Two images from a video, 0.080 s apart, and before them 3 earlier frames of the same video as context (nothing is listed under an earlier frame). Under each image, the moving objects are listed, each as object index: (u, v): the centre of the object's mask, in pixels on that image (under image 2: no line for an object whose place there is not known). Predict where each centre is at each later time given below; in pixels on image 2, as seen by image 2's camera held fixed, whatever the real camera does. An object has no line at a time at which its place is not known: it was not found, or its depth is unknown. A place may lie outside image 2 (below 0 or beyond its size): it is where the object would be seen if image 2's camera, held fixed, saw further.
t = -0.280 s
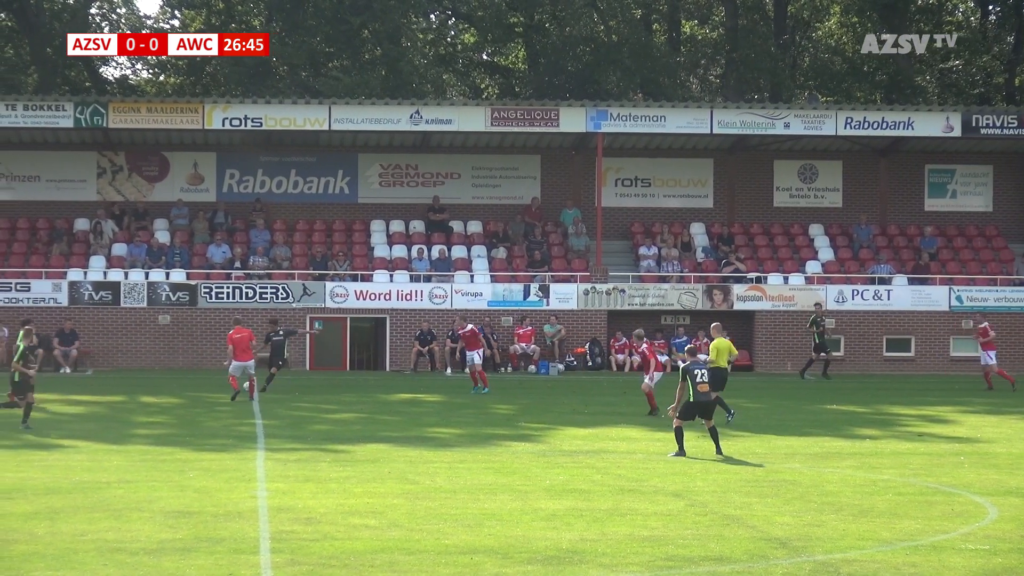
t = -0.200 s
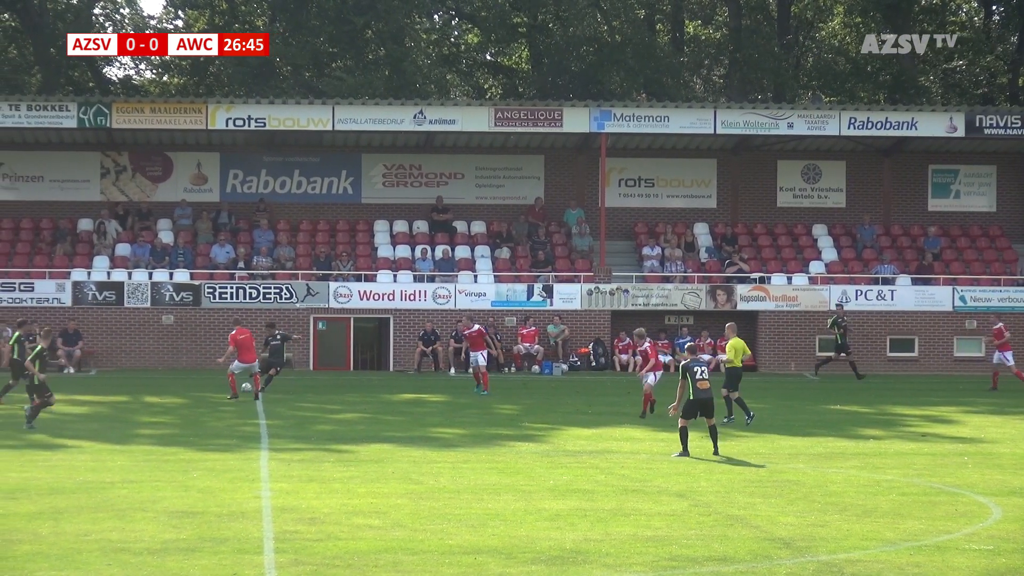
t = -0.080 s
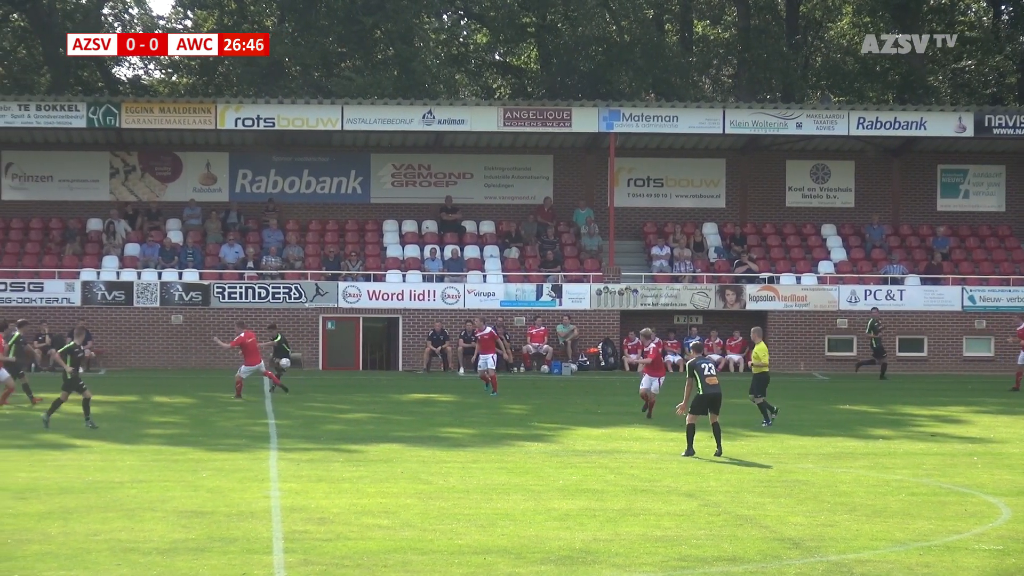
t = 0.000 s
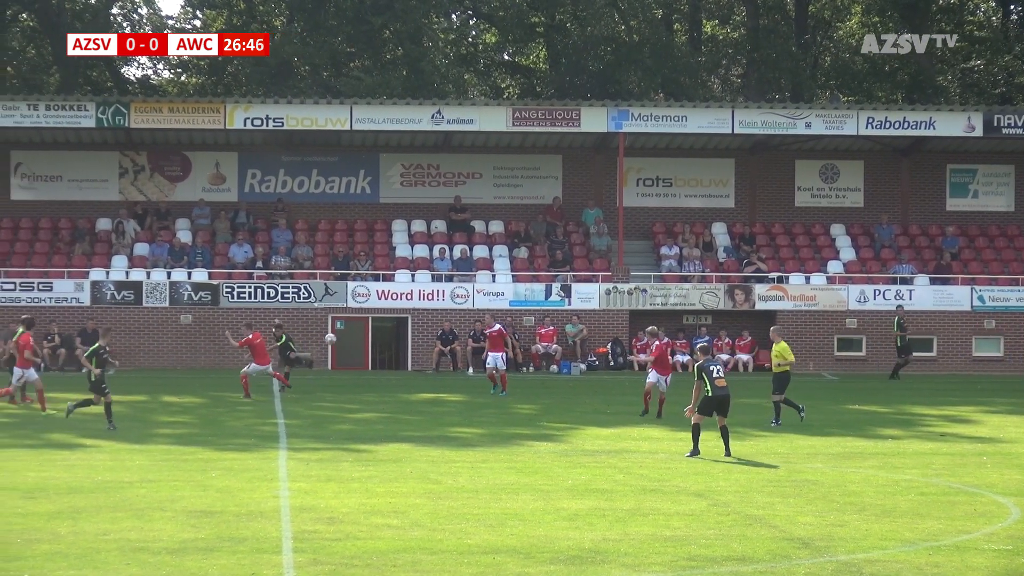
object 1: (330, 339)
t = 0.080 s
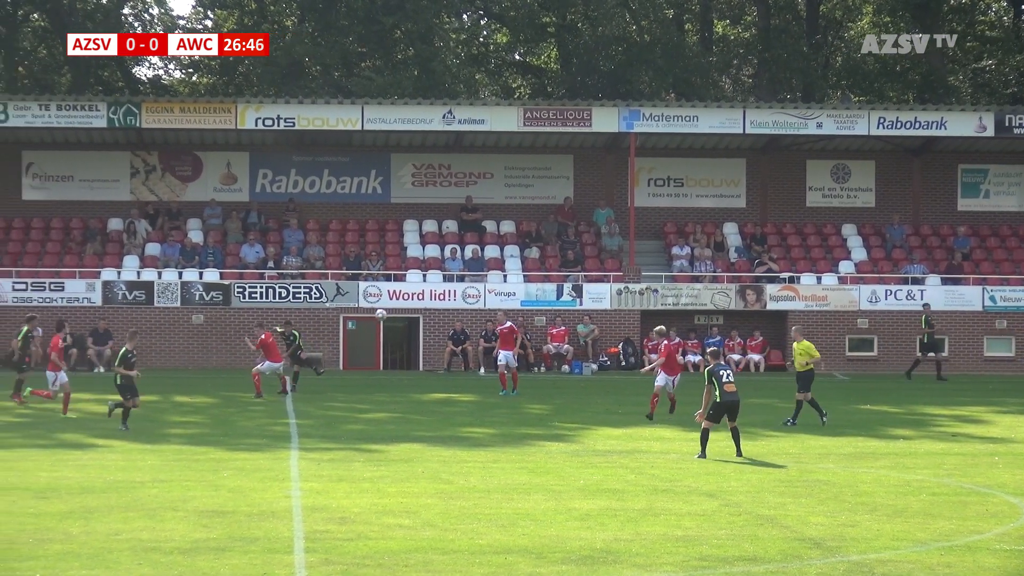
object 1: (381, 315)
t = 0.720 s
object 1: (800, 179)
